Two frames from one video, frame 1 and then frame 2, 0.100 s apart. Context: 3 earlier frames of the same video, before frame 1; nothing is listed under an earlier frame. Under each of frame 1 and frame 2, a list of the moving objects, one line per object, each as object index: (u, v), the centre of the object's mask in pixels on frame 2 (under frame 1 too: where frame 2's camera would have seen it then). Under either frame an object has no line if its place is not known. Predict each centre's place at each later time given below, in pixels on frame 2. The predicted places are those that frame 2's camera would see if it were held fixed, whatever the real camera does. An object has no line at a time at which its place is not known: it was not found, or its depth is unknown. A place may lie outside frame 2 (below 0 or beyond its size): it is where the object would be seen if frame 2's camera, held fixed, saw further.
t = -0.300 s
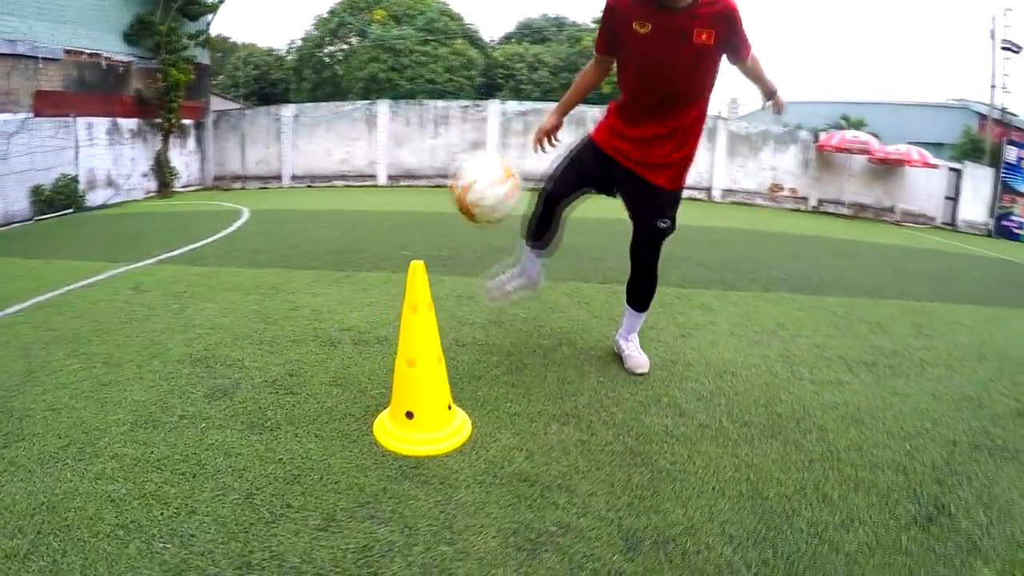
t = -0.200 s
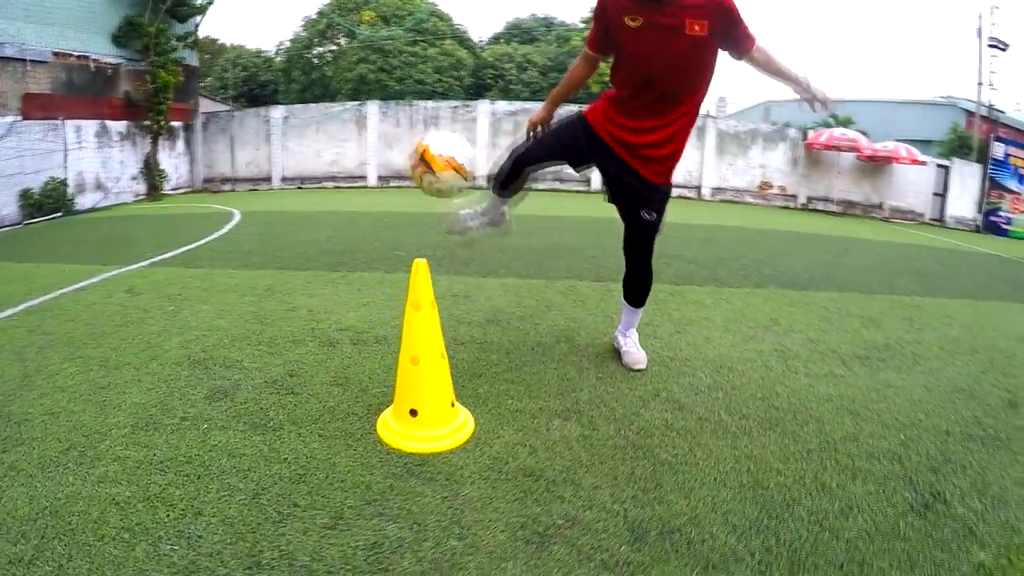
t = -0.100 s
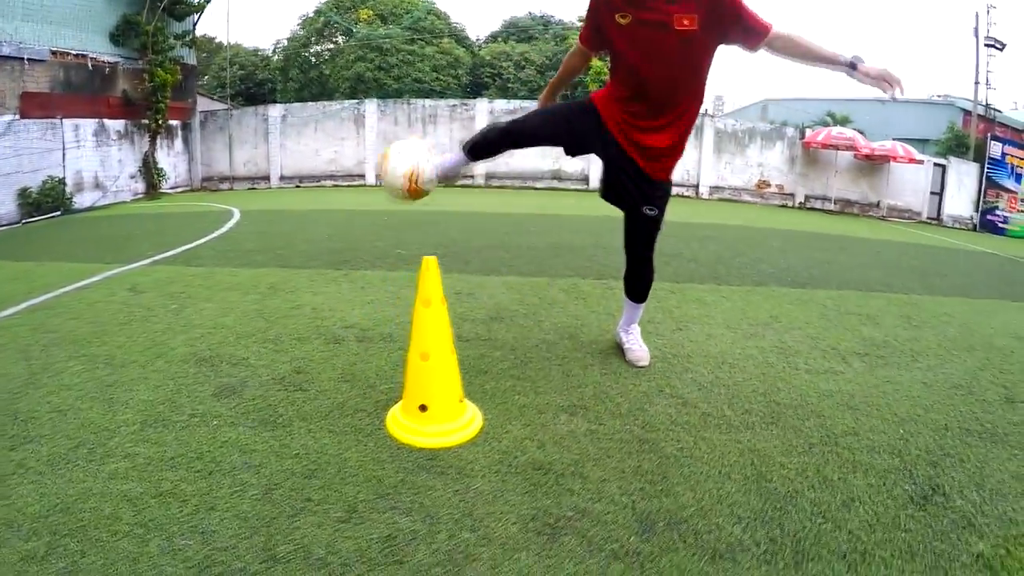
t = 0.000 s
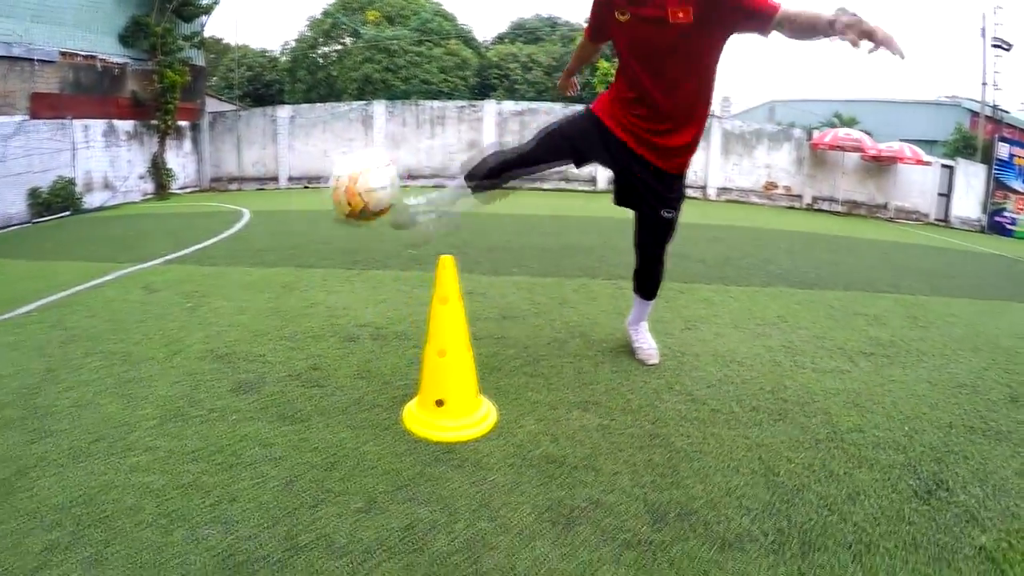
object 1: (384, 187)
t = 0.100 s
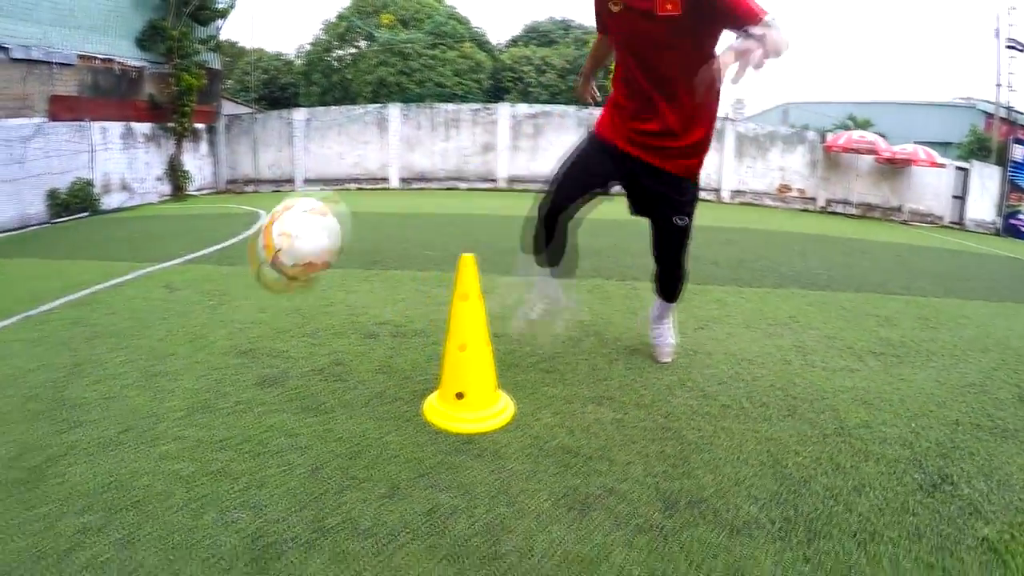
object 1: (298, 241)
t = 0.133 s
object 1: (267, 268)
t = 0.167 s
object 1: (234, 308)
